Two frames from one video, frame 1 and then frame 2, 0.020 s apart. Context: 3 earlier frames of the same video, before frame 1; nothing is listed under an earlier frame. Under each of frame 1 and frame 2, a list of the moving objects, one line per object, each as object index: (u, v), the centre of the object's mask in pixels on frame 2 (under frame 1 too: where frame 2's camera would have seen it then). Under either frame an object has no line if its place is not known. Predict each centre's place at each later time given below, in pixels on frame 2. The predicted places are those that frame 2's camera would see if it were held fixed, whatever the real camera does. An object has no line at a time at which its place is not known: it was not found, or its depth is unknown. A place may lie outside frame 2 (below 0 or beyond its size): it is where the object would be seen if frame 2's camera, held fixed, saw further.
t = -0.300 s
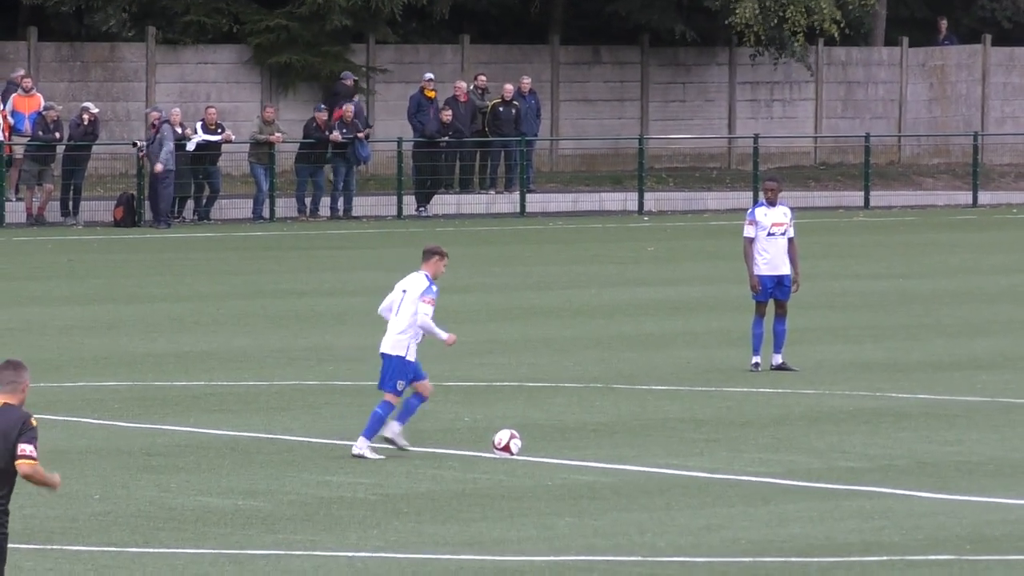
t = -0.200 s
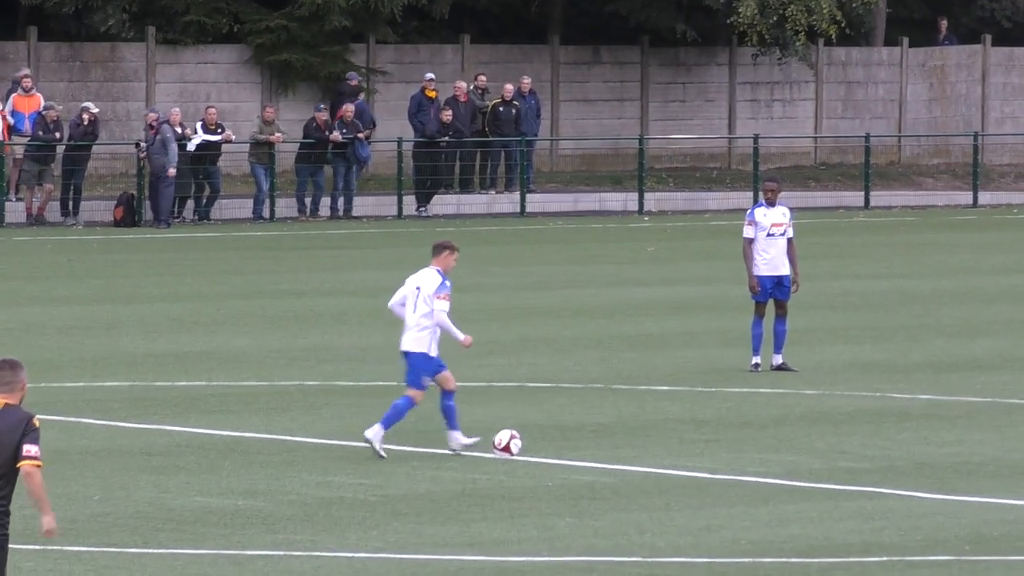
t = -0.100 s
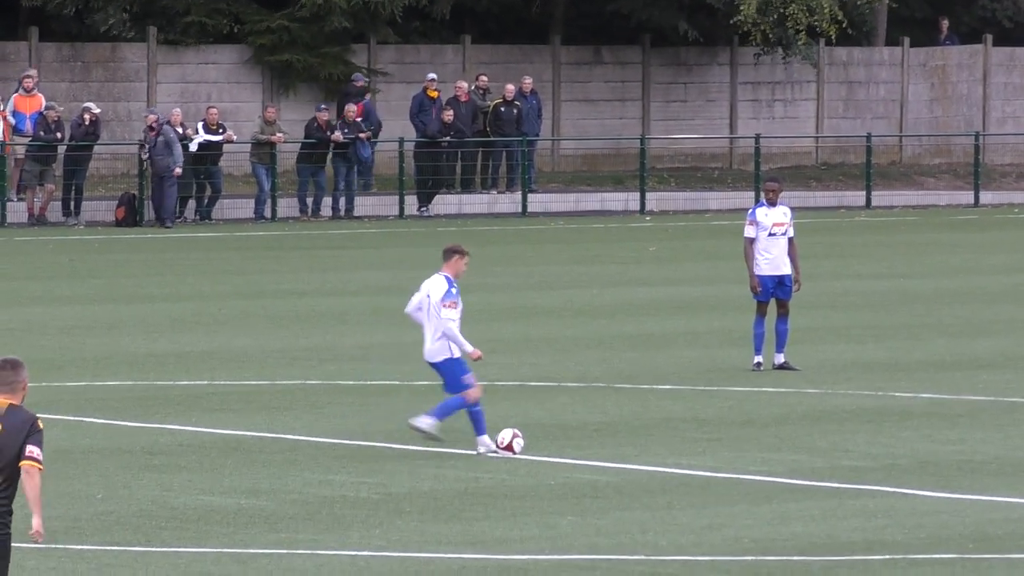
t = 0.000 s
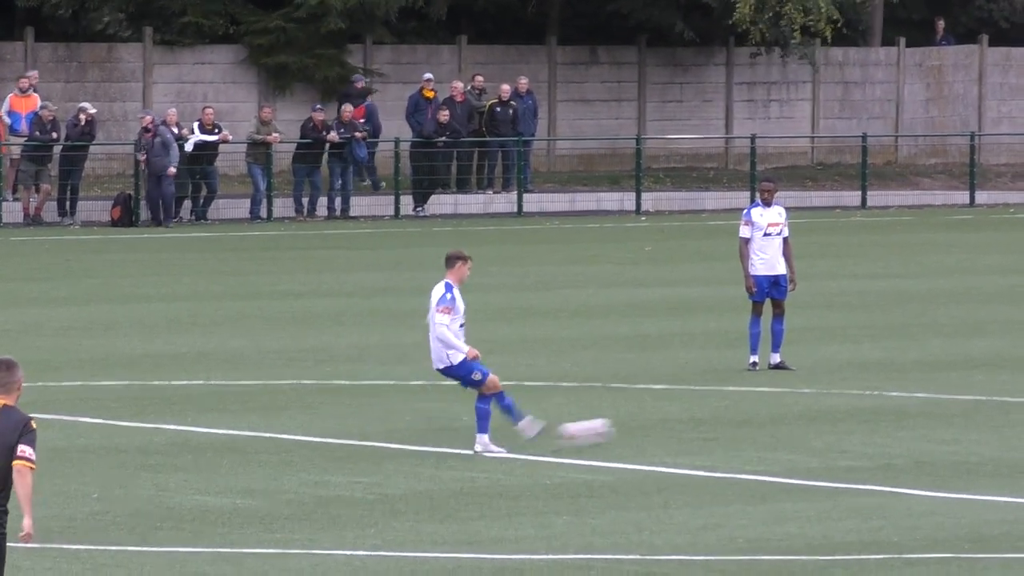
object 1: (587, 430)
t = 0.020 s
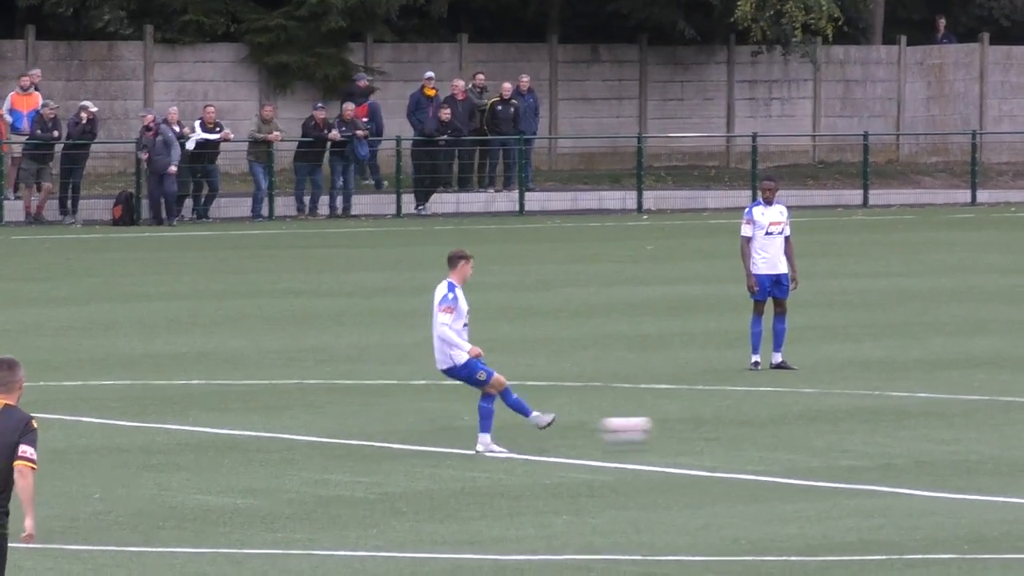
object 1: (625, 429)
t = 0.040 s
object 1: (662, 426)
